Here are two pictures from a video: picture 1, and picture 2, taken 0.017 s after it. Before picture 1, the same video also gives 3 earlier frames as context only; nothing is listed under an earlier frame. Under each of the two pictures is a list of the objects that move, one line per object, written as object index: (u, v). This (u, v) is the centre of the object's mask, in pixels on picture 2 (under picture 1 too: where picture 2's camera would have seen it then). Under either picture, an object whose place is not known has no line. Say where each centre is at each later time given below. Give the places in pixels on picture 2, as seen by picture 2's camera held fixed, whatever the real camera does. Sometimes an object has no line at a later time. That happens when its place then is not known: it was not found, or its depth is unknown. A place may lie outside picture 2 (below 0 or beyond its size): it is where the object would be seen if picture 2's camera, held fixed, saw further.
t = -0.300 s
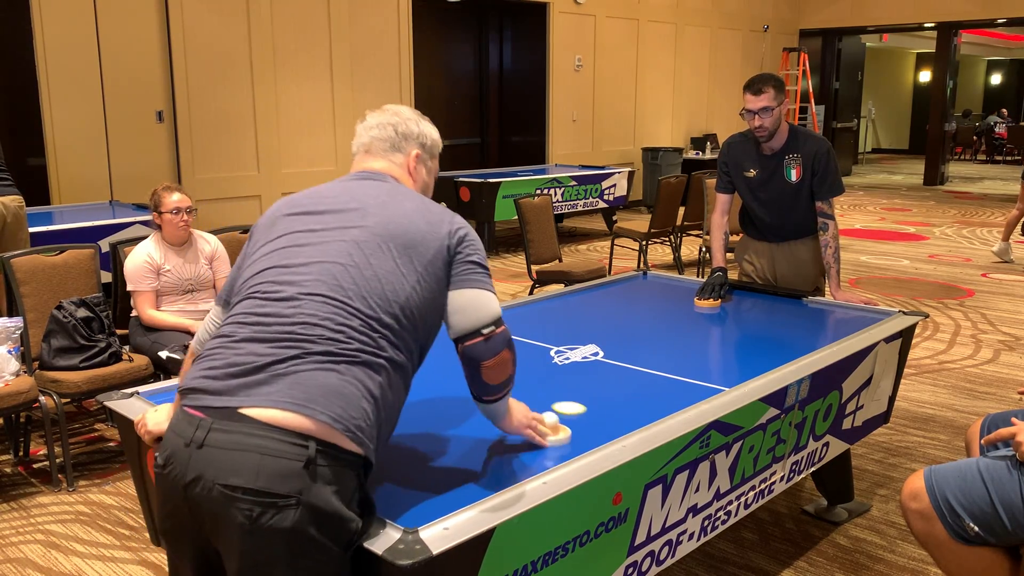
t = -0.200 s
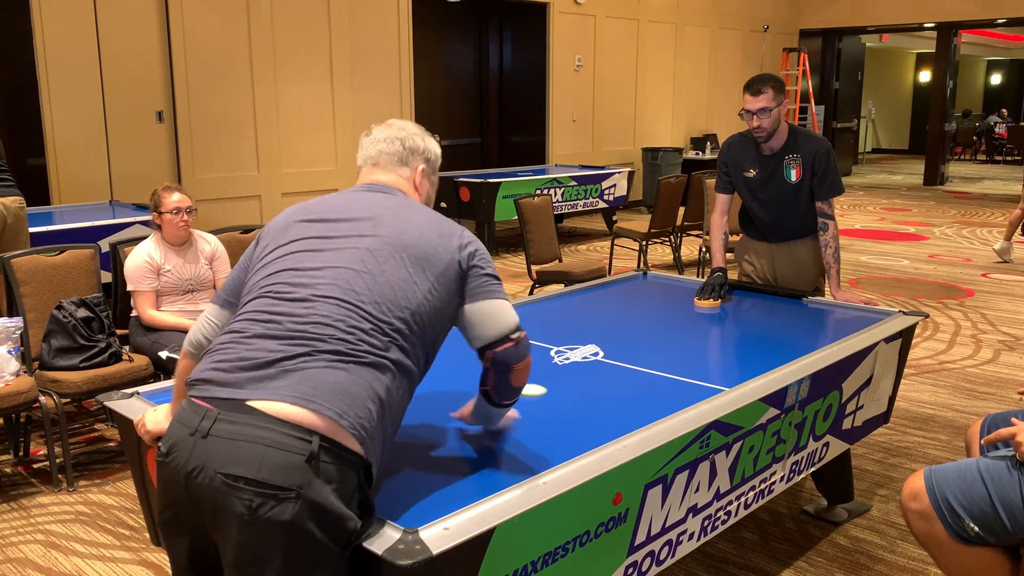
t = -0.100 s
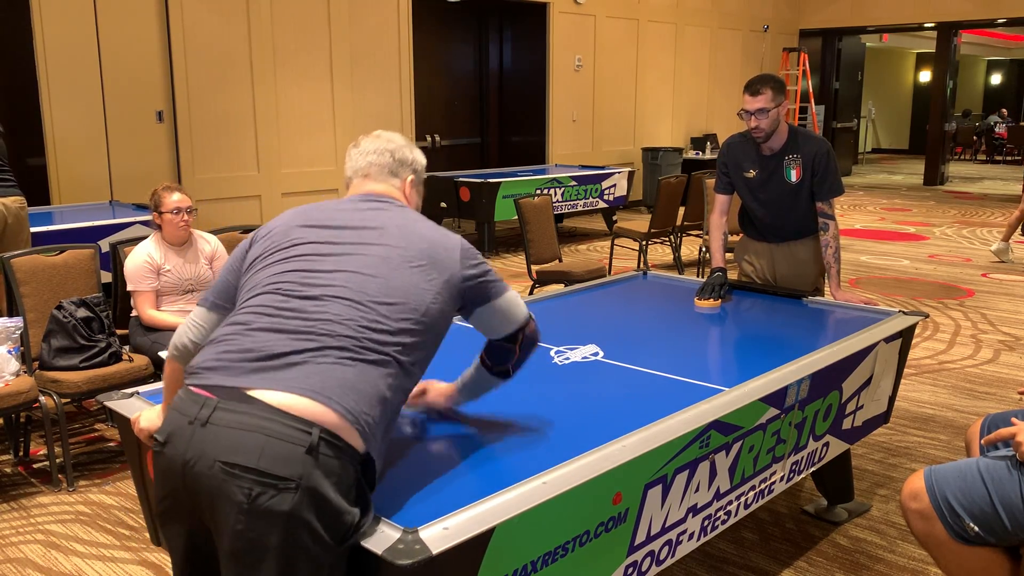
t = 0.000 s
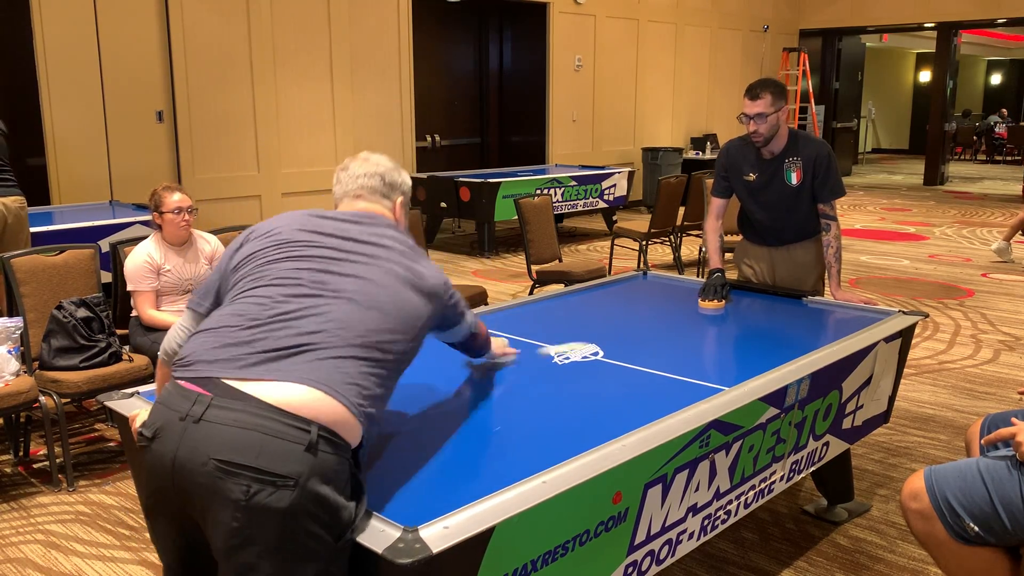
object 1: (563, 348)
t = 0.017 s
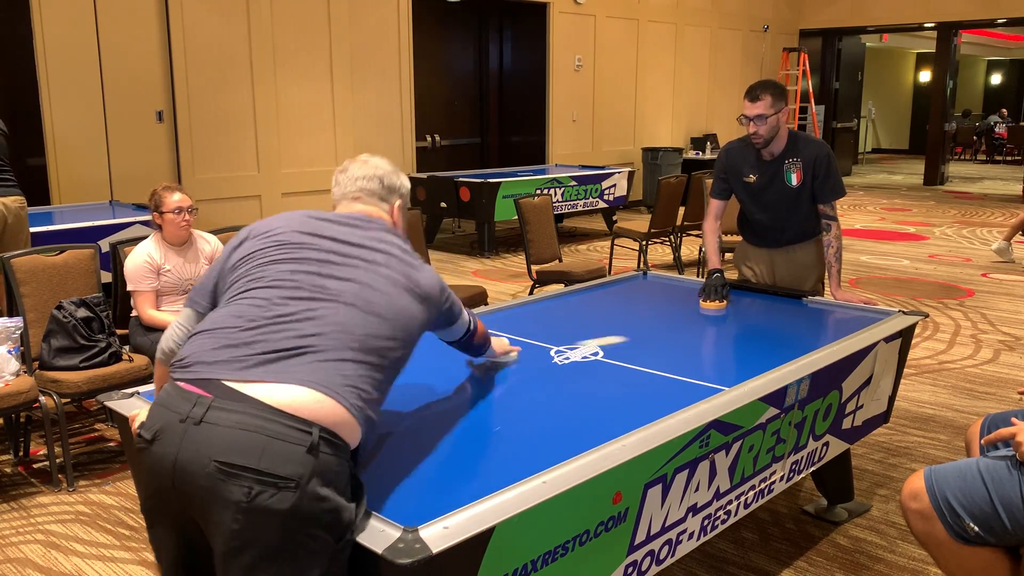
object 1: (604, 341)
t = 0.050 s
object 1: (671, 329)
